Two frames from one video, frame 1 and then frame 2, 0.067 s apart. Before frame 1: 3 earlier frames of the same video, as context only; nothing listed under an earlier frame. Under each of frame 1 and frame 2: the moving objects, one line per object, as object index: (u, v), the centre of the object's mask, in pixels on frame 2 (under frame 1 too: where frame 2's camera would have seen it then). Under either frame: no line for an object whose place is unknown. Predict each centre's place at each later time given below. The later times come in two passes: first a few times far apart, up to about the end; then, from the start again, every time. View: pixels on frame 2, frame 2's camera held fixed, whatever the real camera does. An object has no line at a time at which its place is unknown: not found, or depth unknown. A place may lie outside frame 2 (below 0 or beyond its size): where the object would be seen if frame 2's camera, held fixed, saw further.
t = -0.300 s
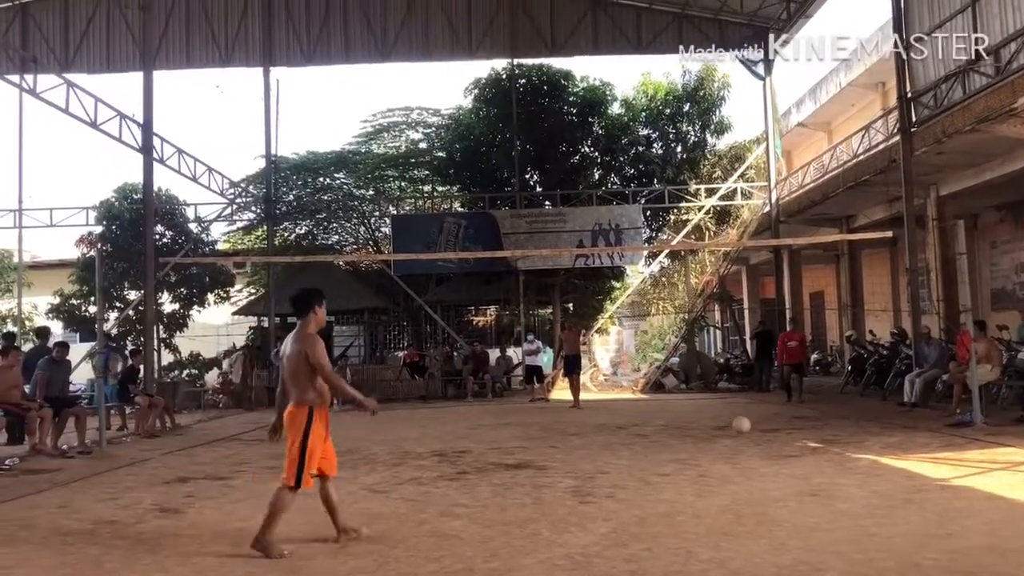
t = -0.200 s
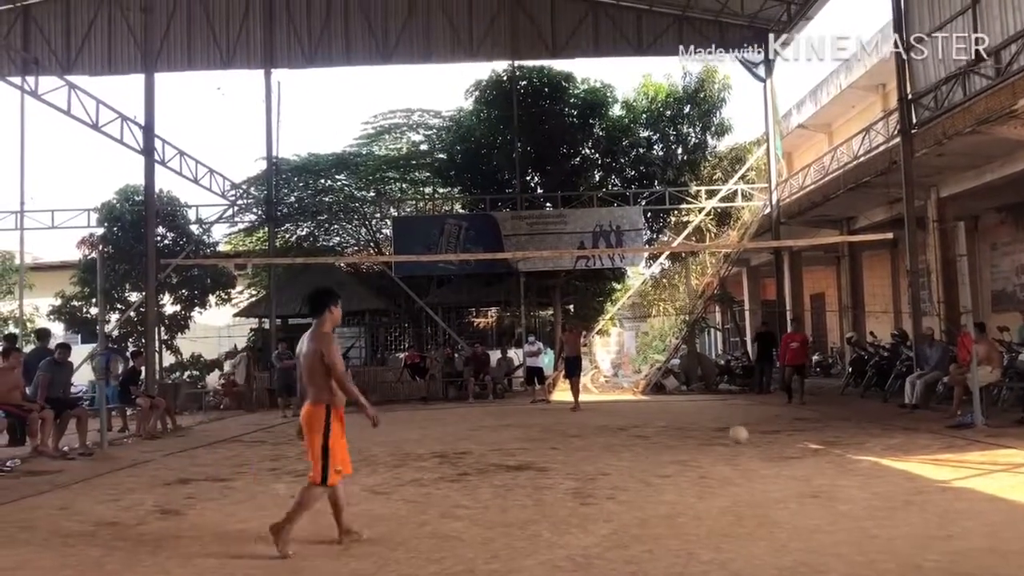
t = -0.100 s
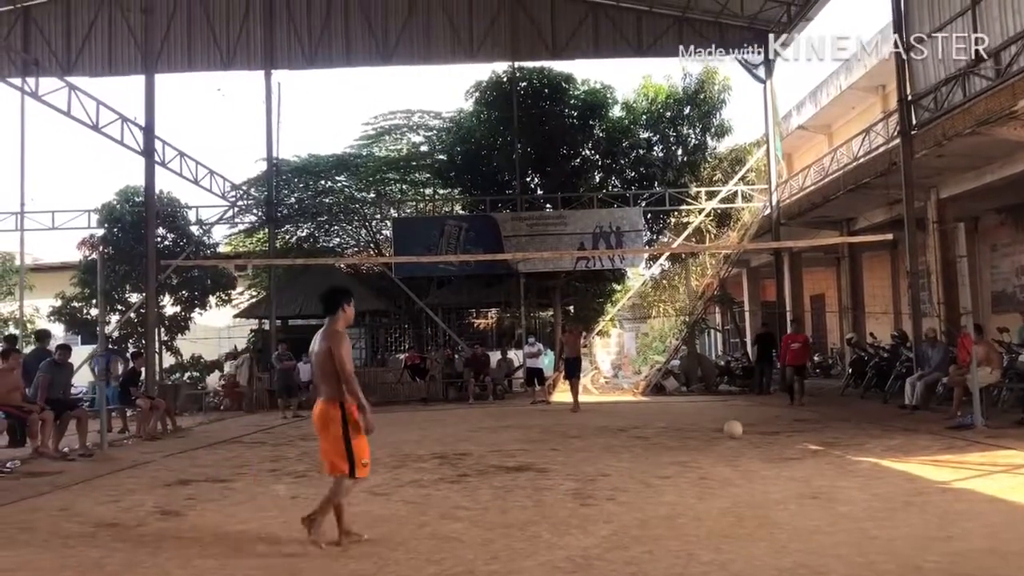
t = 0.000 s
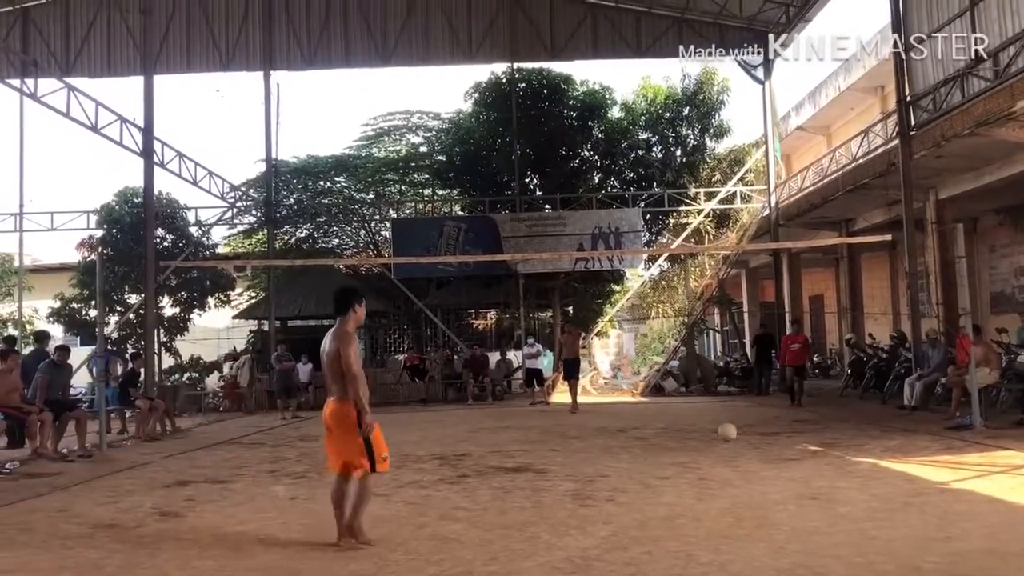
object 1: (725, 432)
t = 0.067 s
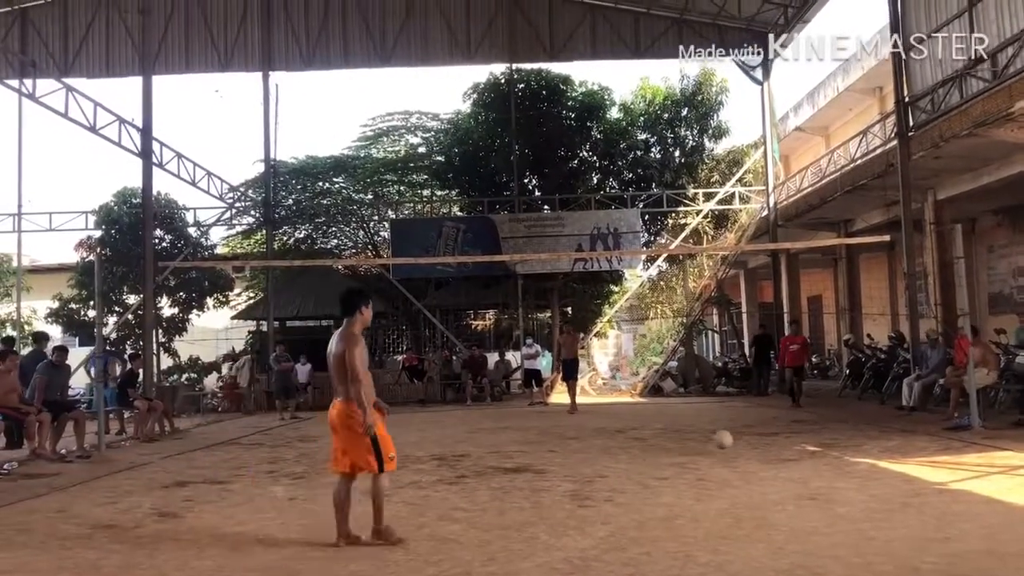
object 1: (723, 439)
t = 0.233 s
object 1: (714, 440)
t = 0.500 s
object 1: (698, 447)
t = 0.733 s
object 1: (682, 453)
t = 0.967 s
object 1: (667, 459)
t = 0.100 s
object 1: (721, 444)
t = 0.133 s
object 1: (720, 445)
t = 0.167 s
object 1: (718, 443)
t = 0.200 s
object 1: (716, 441)
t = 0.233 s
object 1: (714, 440)
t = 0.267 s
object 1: (712, 440)
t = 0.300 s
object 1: (710, 441)
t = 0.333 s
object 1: (708, 444)
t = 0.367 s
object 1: (707, 447)
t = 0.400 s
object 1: (705, 451)
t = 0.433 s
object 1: (704, 450)
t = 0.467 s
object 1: (700, 448)
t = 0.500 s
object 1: (698, 447)
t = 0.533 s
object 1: (696, 447)
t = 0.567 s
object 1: (694, 448)
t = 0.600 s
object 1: (691, 450)
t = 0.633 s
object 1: (689, 454)
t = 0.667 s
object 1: (688, 457)
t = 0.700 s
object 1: (685, 454)
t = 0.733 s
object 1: (682, 453)
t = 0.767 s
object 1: (679, 452)
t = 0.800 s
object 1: (677, 453)
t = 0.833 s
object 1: (675, 455)
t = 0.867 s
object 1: (674, 457)
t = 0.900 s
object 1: (671, 462)
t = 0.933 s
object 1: (669, 460)
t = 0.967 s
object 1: (667, 459)
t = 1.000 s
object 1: (665, 459)
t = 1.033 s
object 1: (661, 459)
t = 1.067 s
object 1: (659, 461)
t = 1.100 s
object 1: (657, 465)
